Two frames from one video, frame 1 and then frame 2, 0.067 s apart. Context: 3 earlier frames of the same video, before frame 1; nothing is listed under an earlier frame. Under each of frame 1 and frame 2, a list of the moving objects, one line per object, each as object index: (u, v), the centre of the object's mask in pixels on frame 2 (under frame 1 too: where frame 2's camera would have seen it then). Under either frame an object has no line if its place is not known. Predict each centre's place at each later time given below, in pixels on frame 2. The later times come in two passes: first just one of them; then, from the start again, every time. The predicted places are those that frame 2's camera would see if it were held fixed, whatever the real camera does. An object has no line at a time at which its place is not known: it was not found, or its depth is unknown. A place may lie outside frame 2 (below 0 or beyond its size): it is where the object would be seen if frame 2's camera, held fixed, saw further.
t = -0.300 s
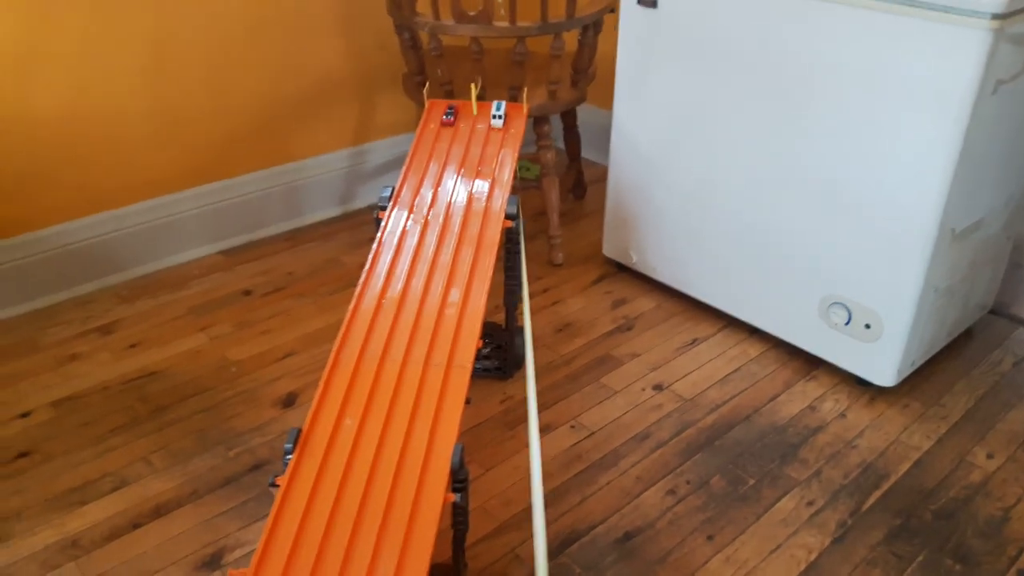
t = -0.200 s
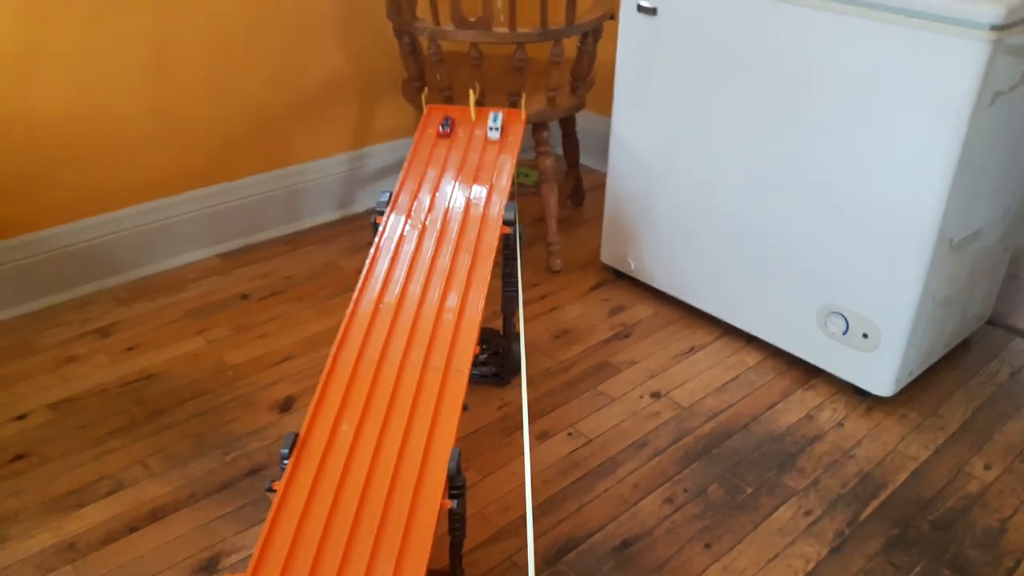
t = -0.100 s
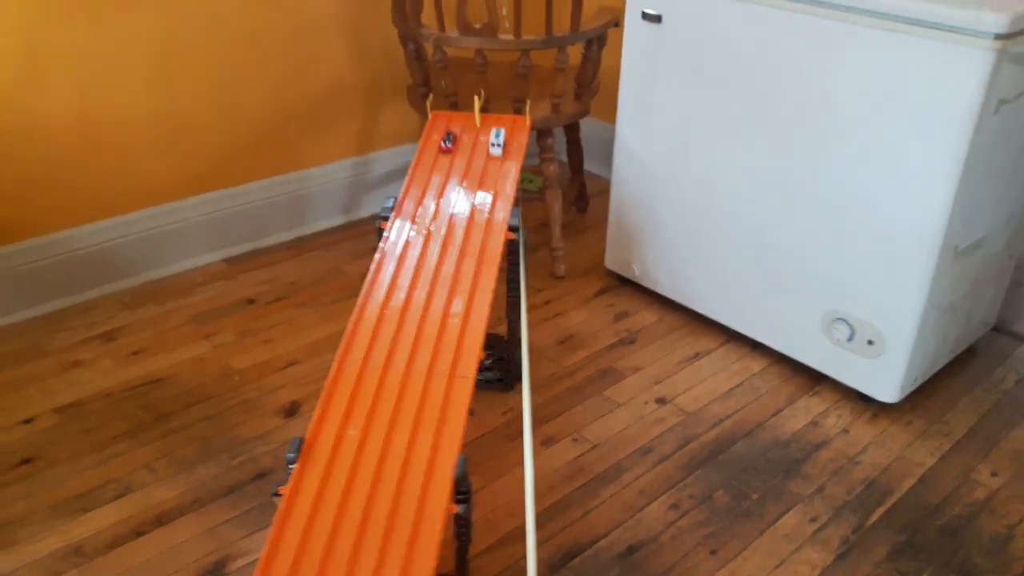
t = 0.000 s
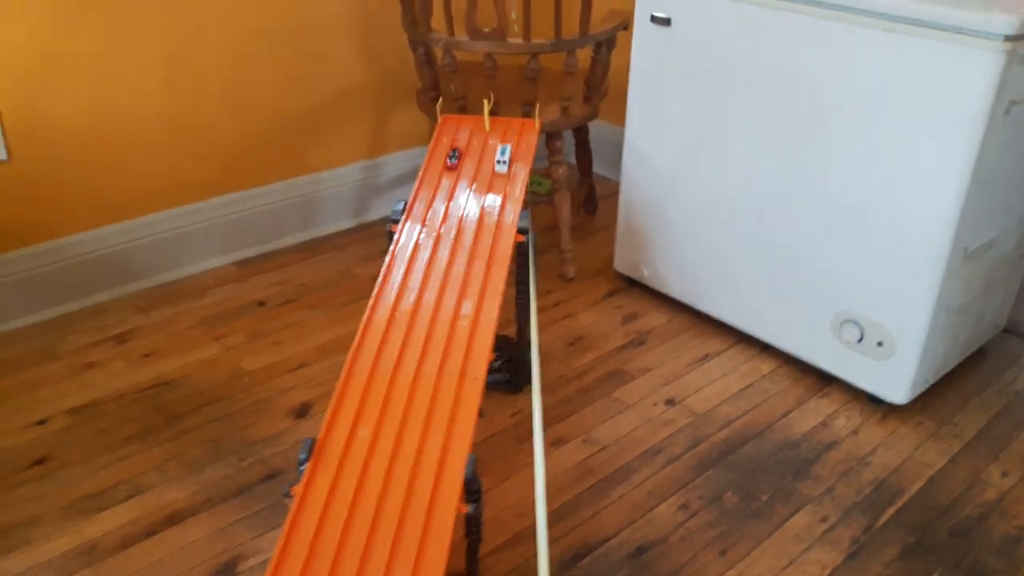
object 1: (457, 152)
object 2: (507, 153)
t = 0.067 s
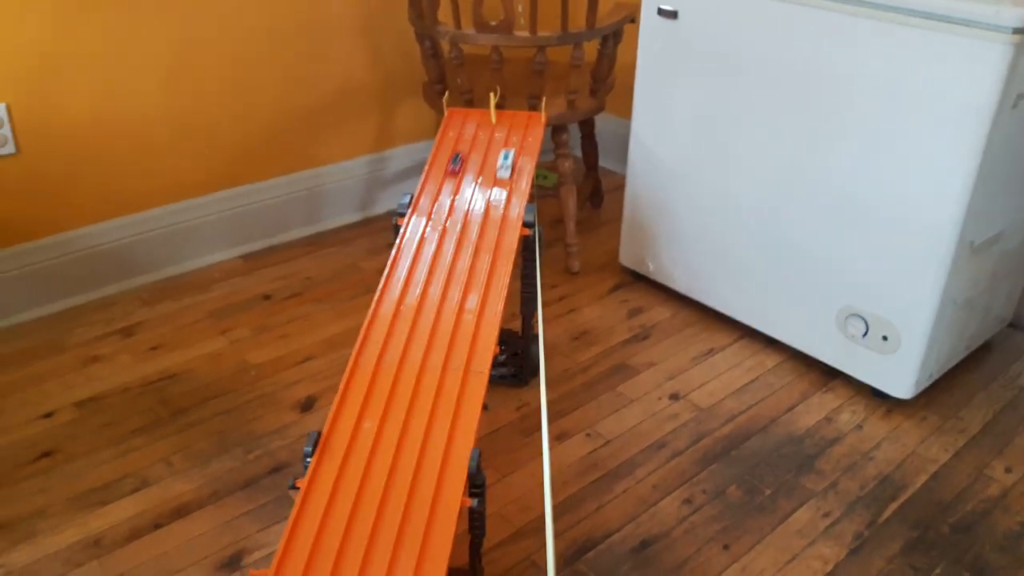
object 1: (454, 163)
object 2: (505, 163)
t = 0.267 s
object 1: (437, 215)
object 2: (489, 218)
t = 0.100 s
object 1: (450, 170)
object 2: (501, 171)
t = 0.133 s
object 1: (449, 177)
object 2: (500, 178)
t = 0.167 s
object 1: (446, 184)
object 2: (498, 185)
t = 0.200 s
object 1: (443, 192)
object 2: (495, 194)
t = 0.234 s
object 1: (440, 203)
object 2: (494, 204)
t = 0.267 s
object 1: (437, 215)
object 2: (489, 218)
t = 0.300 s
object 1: (433, 224)
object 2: (488, 227)
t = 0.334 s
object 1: (428, 237)
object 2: (483, 241)
